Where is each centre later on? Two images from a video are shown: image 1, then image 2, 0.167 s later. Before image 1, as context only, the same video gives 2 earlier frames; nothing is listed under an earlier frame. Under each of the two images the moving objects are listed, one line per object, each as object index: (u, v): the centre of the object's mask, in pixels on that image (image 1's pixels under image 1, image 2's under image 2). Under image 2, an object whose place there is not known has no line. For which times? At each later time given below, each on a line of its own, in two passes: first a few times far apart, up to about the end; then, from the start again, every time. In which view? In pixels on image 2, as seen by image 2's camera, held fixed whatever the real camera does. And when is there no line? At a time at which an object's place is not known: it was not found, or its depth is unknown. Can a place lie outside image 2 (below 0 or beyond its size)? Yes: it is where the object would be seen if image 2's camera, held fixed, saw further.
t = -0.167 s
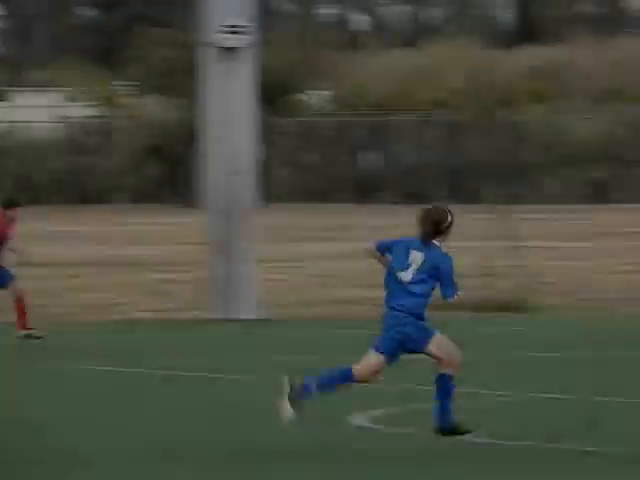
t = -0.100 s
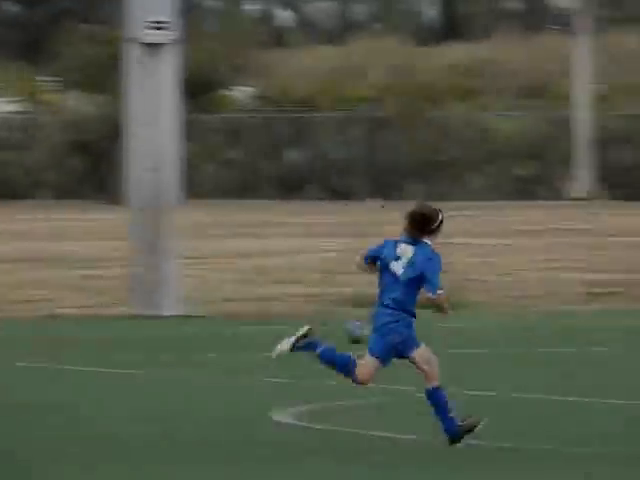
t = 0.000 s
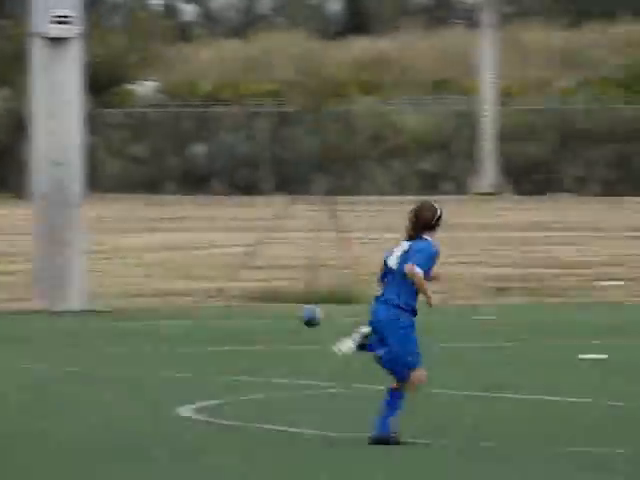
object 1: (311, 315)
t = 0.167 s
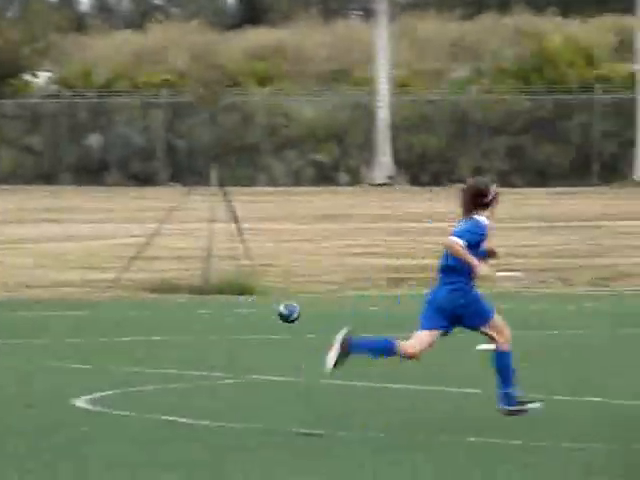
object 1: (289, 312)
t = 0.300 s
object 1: (352, 312)
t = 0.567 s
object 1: (477, 313)
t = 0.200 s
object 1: (305, 315)
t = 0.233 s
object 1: (321, 317)
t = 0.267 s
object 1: (338, 314)
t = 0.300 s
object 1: (352, 312)
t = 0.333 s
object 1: (368, 310)
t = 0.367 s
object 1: (383, 310)
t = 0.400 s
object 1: (399, 312)
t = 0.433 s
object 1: (415, 314)
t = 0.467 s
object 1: (430, 315)
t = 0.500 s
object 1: (446, 314)
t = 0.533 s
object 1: (462, 314)
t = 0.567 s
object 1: (477, 313)
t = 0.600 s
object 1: (493, 314)
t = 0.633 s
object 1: (508, 316)
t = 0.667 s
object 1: (524, 314)
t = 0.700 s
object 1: (538, 312)
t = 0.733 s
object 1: (554, 311)
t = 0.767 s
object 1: (571, 313)
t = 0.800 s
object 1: (586, 315)
